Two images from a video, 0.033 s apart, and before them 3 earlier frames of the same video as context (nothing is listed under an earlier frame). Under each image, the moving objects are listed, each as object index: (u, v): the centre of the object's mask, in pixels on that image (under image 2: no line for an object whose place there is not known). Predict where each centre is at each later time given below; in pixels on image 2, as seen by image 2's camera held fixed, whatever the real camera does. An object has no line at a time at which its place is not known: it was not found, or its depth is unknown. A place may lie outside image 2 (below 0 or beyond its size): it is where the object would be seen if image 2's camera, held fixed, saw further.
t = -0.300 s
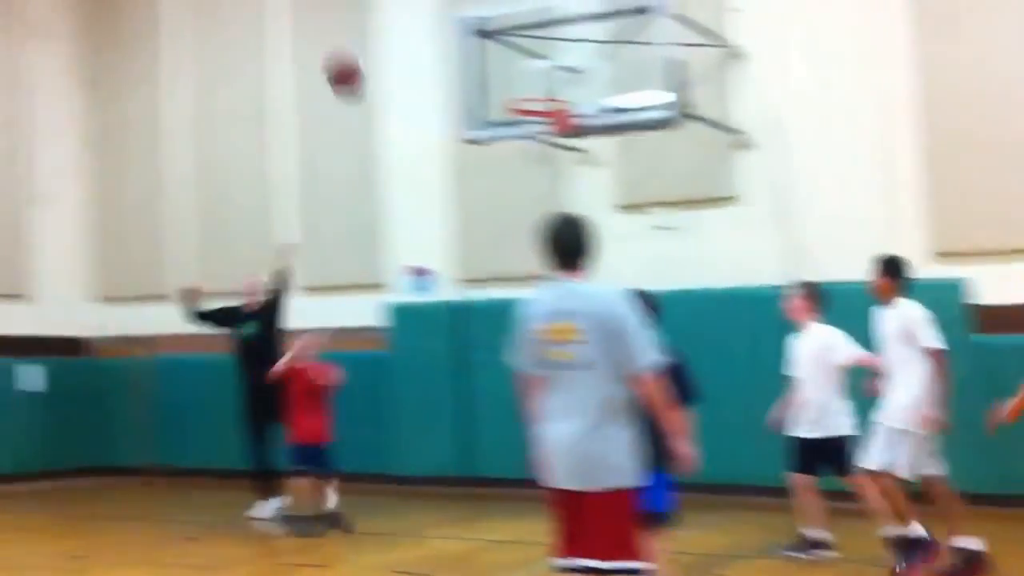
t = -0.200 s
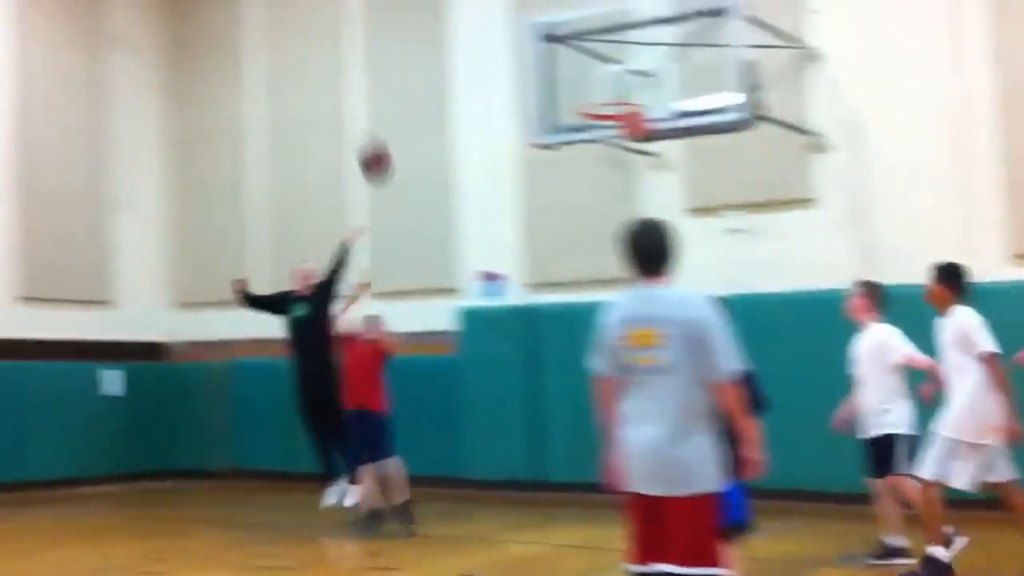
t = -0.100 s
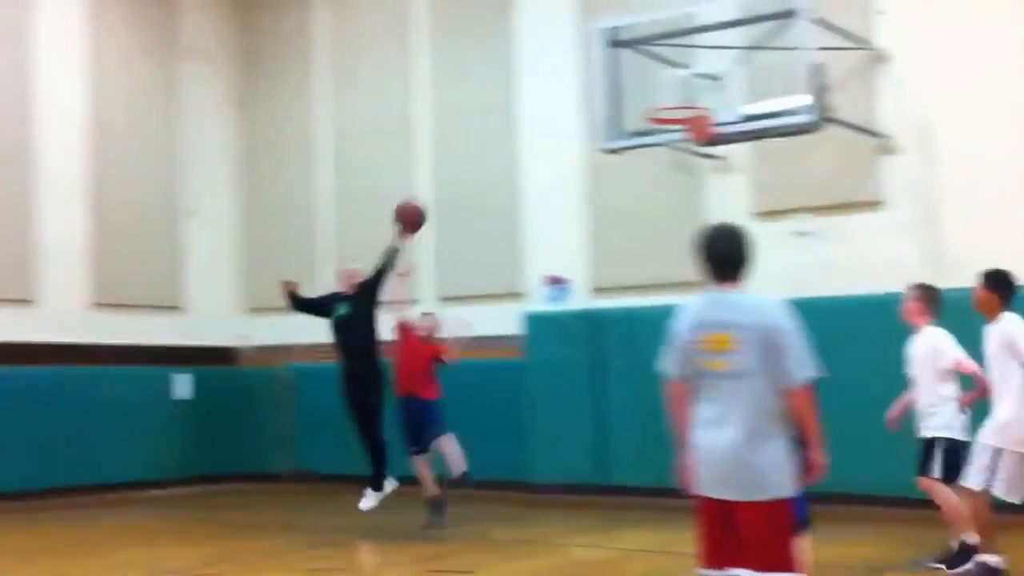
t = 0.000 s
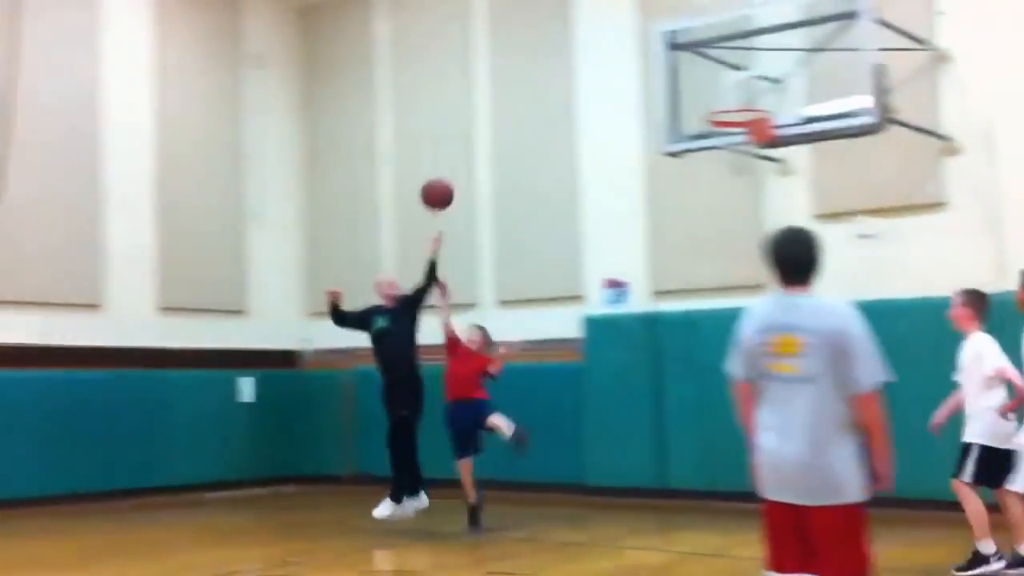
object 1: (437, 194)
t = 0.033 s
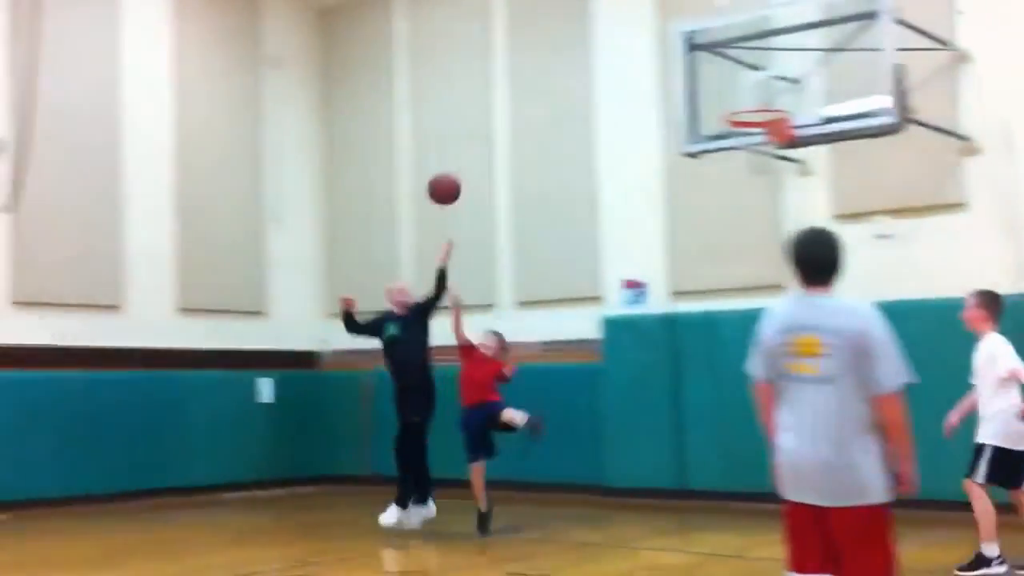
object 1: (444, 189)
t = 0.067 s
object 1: (431, 184)
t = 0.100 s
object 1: (419, 182)
